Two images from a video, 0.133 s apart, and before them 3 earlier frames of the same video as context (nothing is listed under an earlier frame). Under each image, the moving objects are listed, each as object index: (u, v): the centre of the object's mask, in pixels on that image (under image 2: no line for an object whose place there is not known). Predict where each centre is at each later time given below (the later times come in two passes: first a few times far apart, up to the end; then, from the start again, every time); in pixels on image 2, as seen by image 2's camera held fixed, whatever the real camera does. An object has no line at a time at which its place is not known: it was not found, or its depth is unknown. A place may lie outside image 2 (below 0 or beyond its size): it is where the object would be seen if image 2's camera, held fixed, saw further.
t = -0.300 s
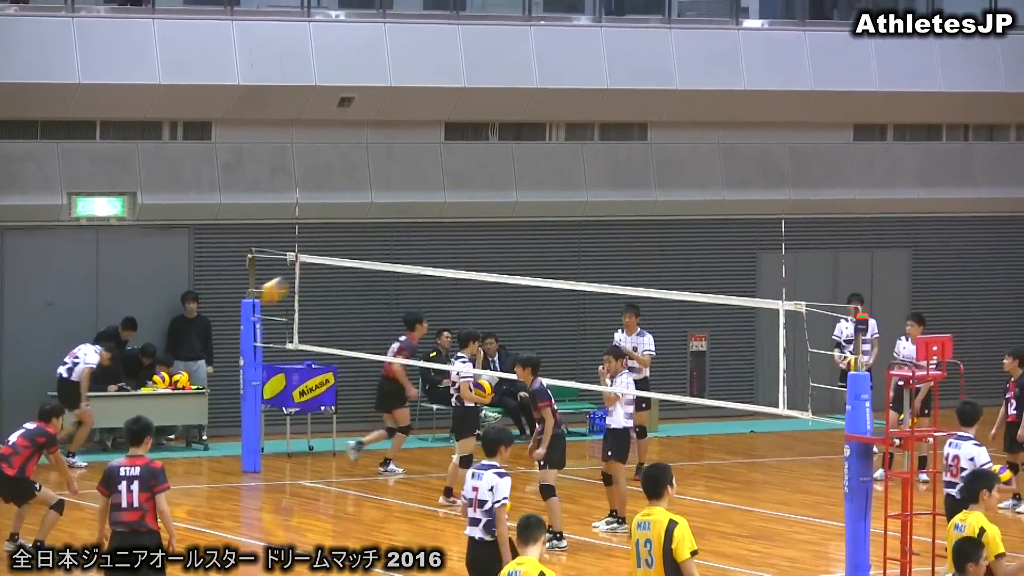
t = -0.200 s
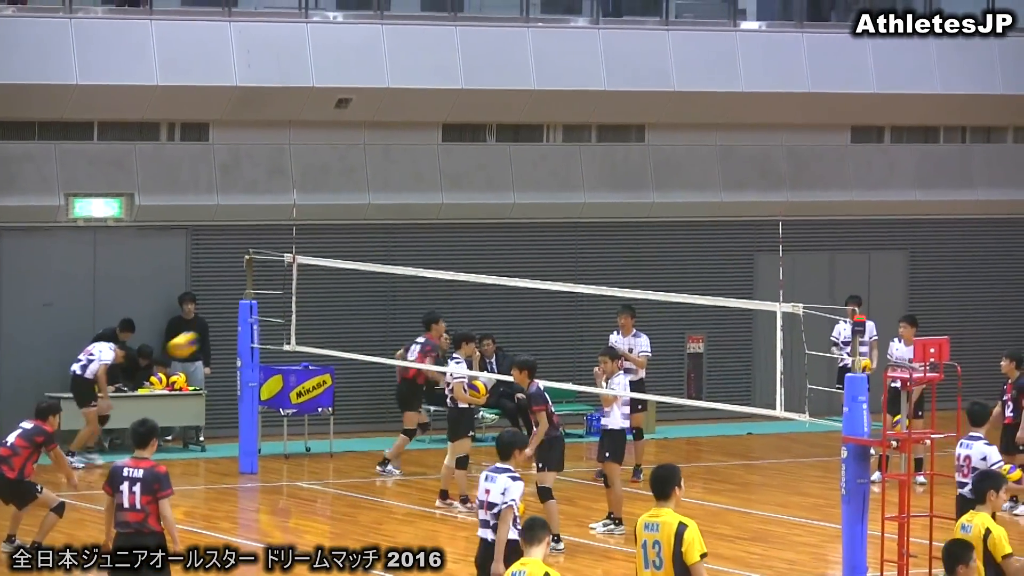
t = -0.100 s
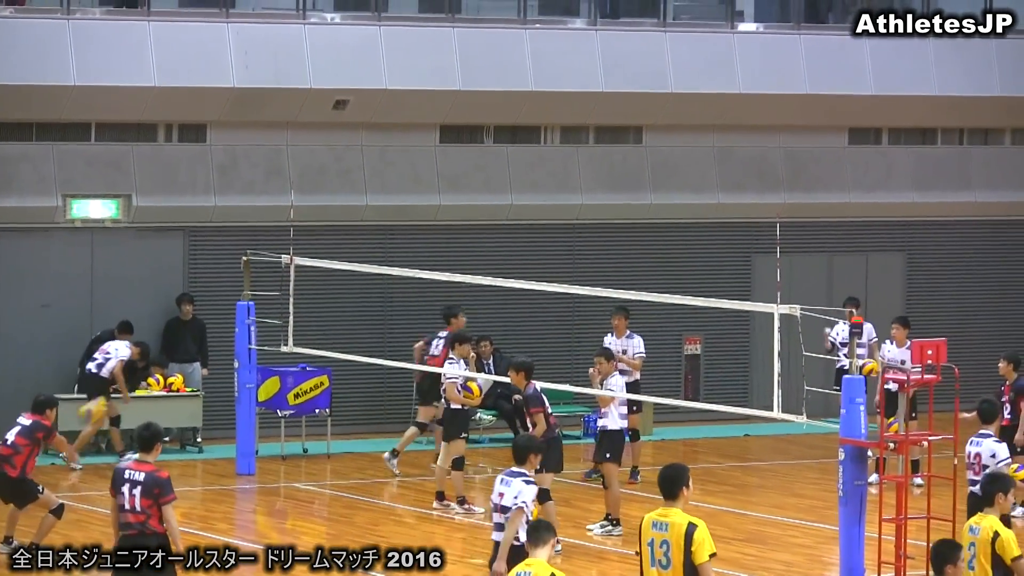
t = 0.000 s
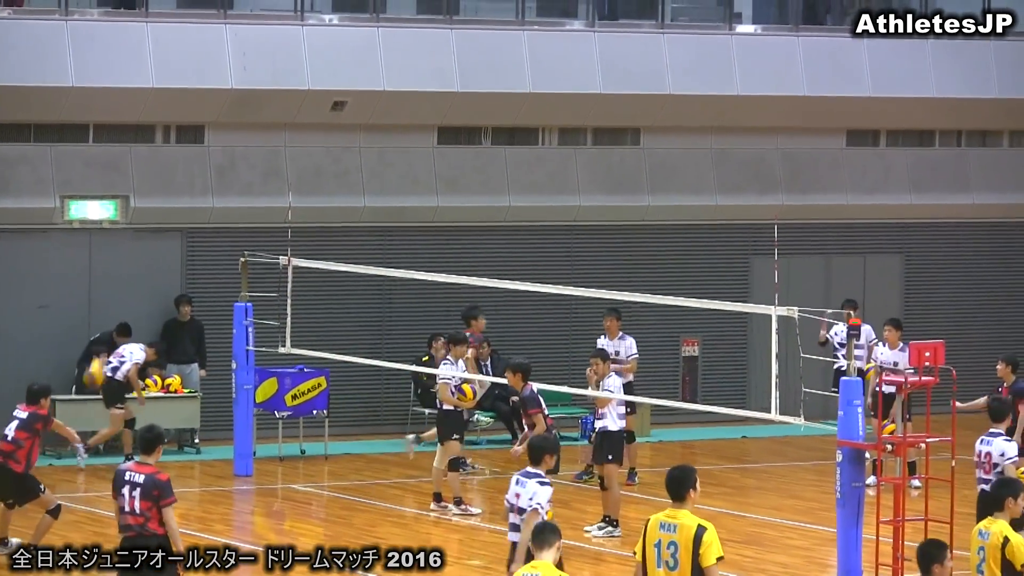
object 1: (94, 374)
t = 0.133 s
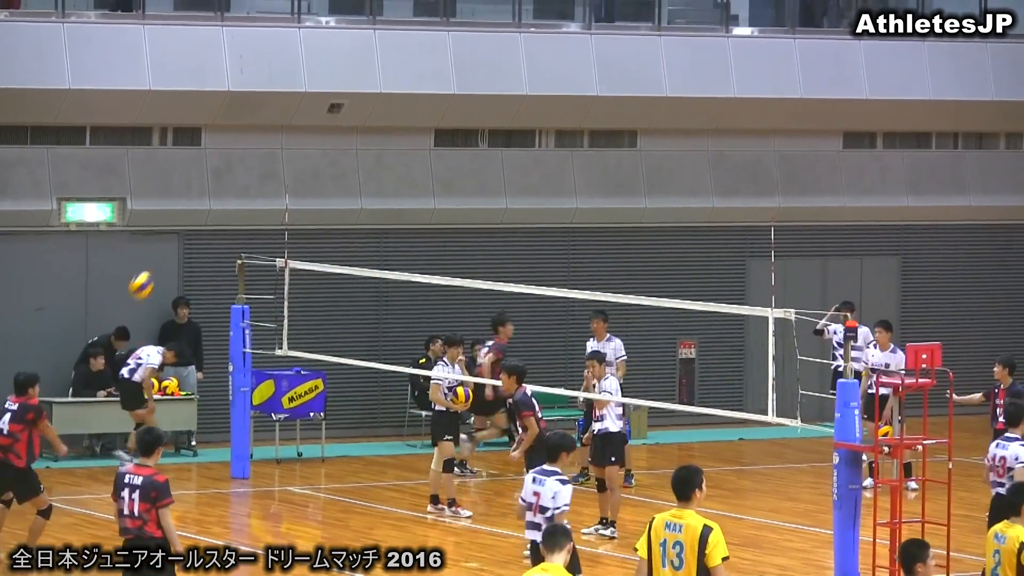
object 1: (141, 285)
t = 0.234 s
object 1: (178, 232)
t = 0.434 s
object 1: (245, 155)
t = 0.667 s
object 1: (321, 121)
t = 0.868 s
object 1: (382, 137)
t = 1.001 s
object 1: (421, 171)
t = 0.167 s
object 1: (154, 267)
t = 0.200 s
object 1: (166, 249)
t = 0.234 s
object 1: (178, 232)
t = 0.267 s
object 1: (189, 216)
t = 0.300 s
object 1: (200, 201)
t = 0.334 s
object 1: (212, 186)
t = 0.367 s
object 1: (223, 174)
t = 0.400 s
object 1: (233, 164)
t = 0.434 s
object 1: (245, 155)
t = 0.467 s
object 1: (257, 145)
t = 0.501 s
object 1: (267, 139)
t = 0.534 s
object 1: (277, 133)
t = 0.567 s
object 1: (288, 128)
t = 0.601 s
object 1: (298, 125)
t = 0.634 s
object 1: (310, 122)
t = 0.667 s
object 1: (321, 121)
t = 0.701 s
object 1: (331, 121)
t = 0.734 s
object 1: (342, 122)
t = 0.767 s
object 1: (352, 124)
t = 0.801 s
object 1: (362, 126)
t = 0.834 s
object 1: (371, 131)
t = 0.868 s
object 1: (382, 137)
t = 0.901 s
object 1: (392, 143)
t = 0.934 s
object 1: (402, 151)
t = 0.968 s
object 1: (412, 160)
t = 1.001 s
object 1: (421, 171)
